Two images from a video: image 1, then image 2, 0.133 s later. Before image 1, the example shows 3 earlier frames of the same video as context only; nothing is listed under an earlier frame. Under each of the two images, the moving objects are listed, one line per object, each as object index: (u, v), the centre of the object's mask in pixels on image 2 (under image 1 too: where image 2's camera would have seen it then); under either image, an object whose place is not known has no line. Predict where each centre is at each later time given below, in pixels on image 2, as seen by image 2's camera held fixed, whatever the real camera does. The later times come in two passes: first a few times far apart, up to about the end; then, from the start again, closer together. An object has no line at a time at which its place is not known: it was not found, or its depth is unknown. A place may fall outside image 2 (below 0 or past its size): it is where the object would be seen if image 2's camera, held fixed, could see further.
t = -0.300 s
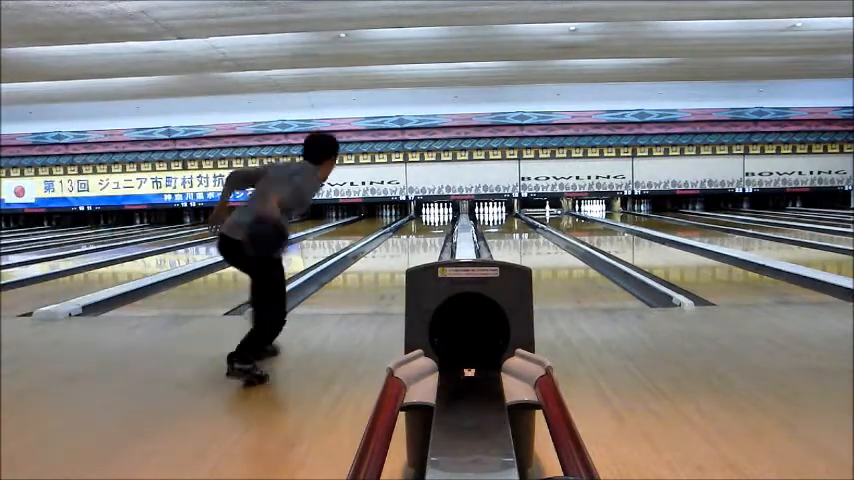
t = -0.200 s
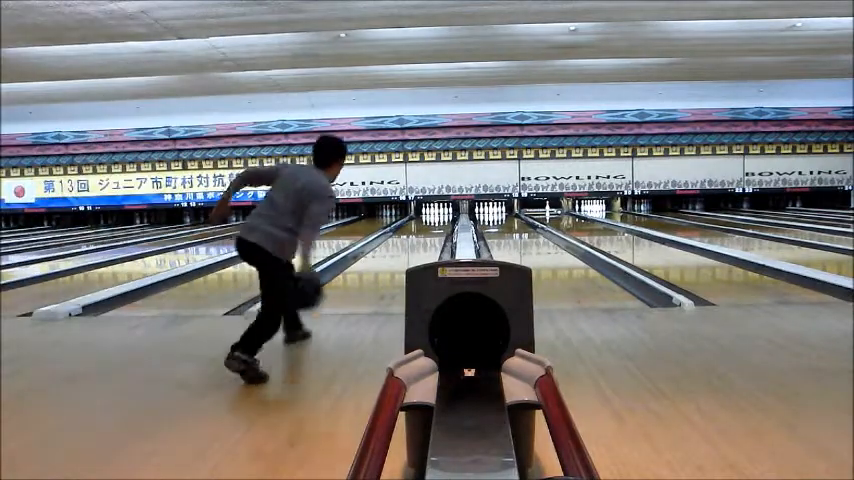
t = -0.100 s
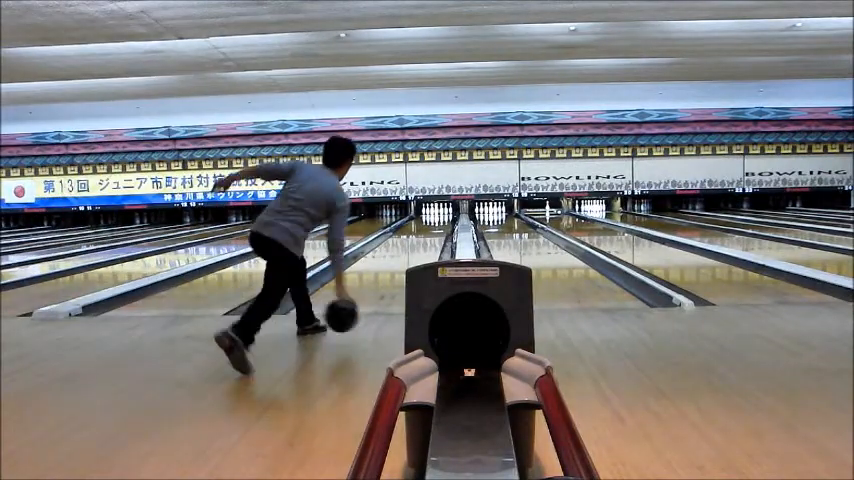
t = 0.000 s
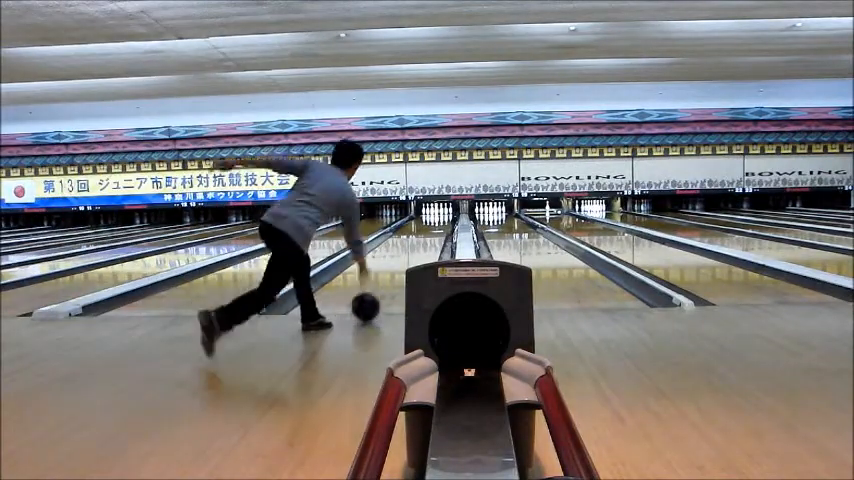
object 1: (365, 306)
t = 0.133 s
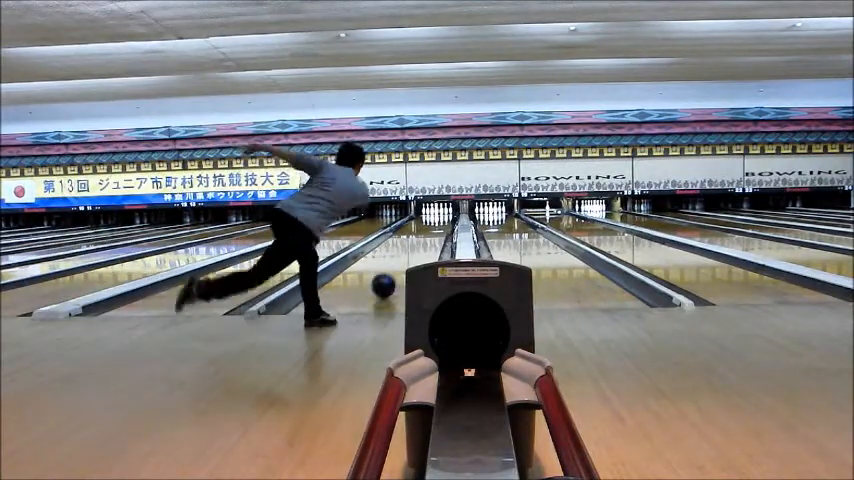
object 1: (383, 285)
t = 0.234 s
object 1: (393, 274)
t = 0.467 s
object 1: (409, 255)
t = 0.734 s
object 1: (420, 242)
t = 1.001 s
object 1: (428, 233)
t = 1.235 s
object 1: (431, 227)
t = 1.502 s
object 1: (434, 222)
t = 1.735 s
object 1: (437, 218)
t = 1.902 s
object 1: (437, 216)
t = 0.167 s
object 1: (387, 281)
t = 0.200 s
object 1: (390, 277)
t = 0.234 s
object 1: (393, 274)
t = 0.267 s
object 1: (396, 271)
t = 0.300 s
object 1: (399, 268)
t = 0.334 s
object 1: (401, 265)
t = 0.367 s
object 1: (403, 262)
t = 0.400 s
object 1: (405, 259)
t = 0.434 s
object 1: (407, 257)
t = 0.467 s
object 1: (409, 255)
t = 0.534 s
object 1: (412, 251)
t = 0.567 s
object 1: (414, 249)
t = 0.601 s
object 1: (416, 247)
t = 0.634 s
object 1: (417, 246)
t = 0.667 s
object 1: (418, 245)
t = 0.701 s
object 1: (420, 243)
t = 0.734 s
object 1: (420, 242)
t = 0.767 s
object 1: (421, 241)
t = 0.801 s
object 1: (422, 239)
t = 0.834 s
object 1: (423, 239)
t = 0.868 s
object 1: (425, 238)
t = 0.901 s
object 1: (426, 236)
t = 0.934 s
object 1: (426, 236)
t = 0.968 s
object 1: (427, 234)
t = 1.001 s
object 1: (428, 233)
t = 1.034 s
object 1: (428, 232)
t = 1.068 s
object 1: (428, 232)
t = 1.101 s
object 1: (430, 230)
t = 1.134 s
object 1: (430, 229)
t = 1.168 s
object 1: (431, 228)
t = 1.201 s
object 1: (431, 227)
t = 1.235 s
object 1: (431, 227)
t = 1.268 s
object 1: (432, 226)
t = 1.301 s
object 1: (432, 226)
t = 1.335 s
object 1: (433, 226)
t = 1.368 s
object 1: (433, 224)
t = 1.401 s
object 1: (433, 224)
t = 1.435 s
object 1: (434, 223)
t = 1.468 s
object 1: (434, 223)
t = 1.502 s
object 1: (434, 222)
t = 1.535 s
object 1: (435, 221)
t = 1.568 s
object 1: (434, 221)
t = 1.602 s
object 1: (435, 221)
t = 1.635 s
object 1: (435, 220)
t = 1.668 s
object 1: (437, 219)
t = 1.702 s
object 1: (437, 219)
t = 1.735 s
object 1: (437, 218)
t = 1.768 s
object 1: (437, 218)
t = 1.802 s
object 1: (437, 217)
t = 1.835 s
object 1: (437, 217)
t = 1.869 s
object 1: (437, 217)
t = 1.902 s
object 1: (437, 216)
